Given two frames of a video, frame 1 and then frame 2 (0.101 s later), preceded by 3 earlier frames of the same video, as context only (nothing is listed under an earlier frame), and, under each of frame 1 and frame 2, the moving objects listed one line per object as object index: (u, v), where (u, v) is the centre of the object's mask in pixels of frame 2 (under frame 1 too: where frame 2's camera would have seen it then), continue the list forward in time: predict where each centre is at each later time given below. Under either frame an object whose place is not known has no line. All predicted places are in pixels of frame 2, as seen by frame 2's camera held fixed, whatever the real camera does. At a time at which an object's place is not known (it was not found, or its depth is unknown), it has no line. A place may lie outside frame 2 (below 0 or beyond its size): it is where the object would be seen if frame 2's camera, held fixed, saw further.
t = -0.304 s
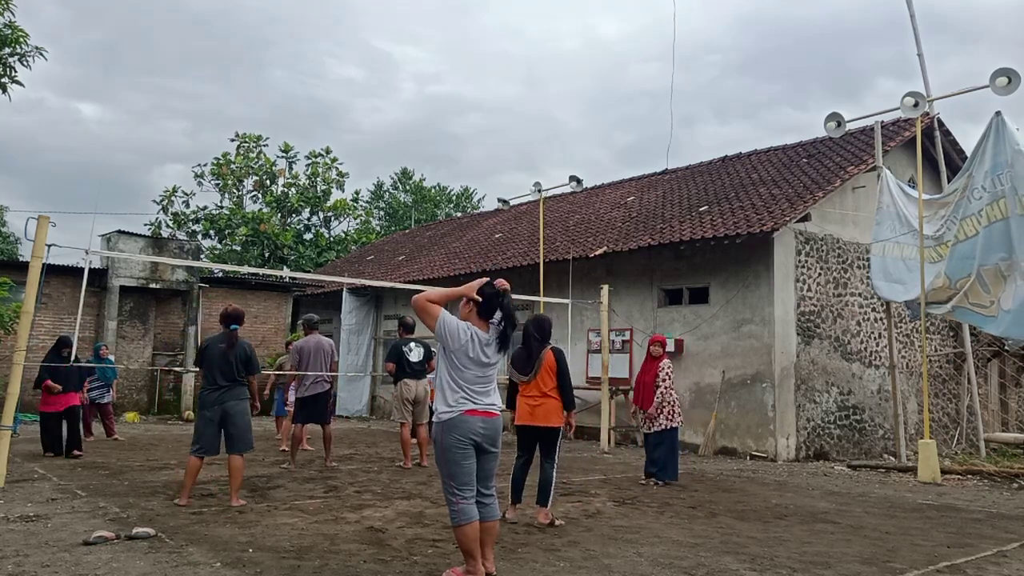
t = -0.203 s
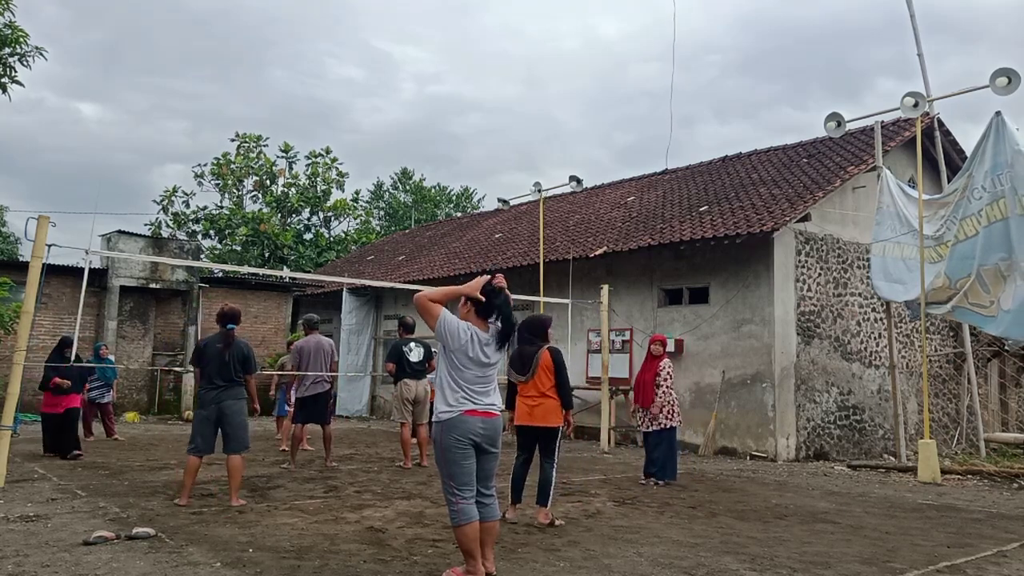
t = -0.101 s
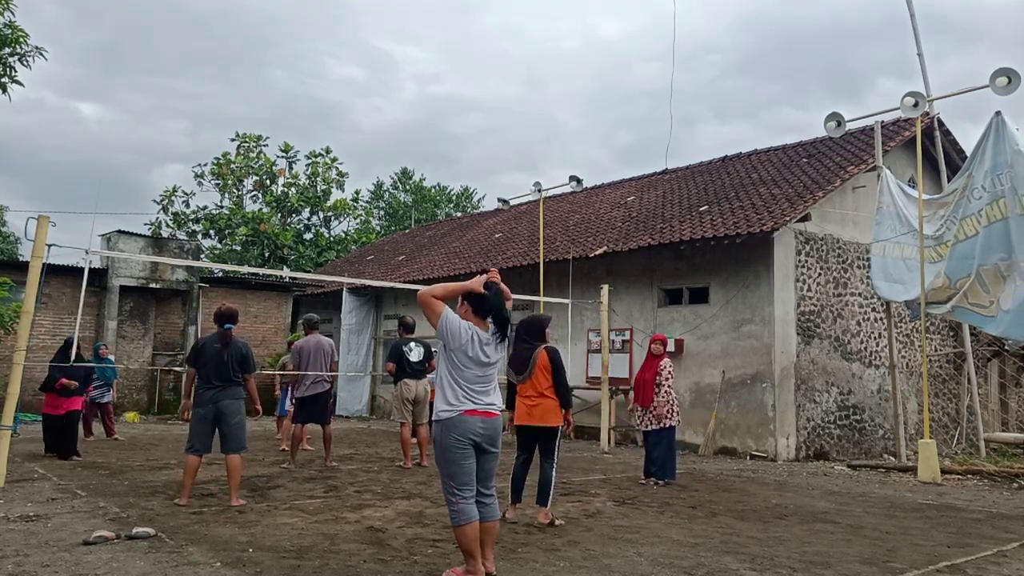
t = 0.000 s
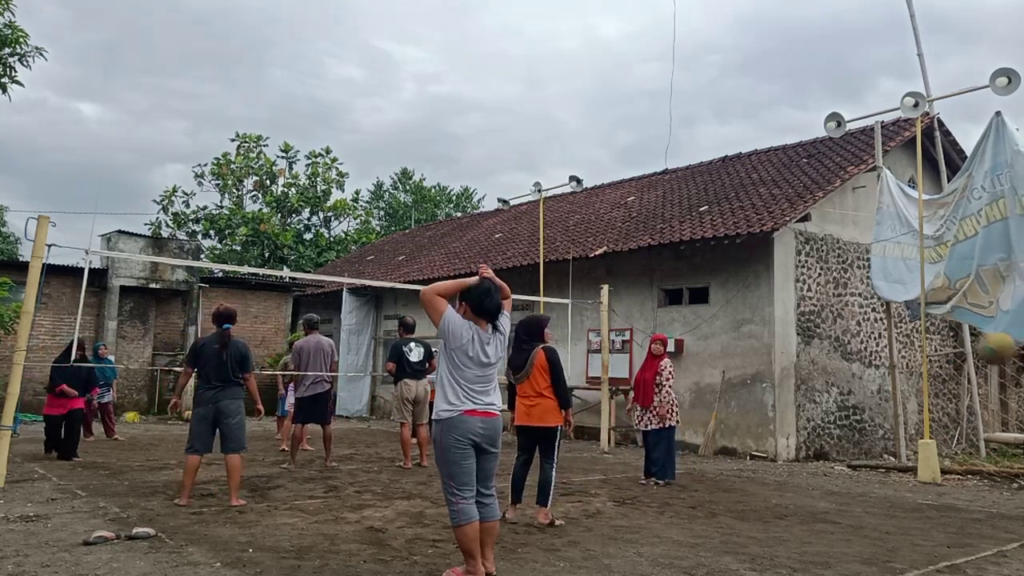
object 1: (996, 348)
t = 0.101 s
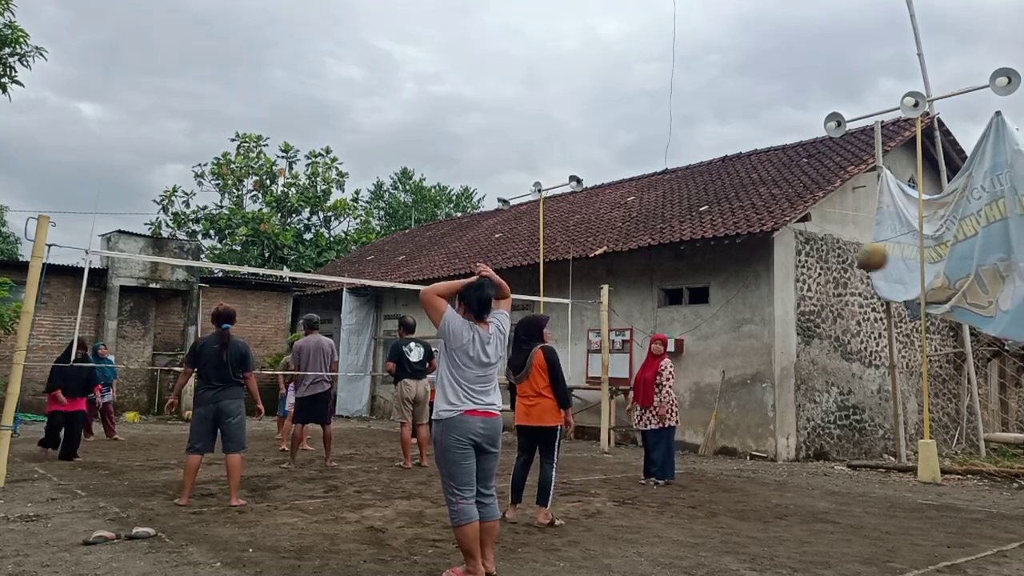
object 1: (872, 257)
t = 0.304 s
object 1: (693, 158)
